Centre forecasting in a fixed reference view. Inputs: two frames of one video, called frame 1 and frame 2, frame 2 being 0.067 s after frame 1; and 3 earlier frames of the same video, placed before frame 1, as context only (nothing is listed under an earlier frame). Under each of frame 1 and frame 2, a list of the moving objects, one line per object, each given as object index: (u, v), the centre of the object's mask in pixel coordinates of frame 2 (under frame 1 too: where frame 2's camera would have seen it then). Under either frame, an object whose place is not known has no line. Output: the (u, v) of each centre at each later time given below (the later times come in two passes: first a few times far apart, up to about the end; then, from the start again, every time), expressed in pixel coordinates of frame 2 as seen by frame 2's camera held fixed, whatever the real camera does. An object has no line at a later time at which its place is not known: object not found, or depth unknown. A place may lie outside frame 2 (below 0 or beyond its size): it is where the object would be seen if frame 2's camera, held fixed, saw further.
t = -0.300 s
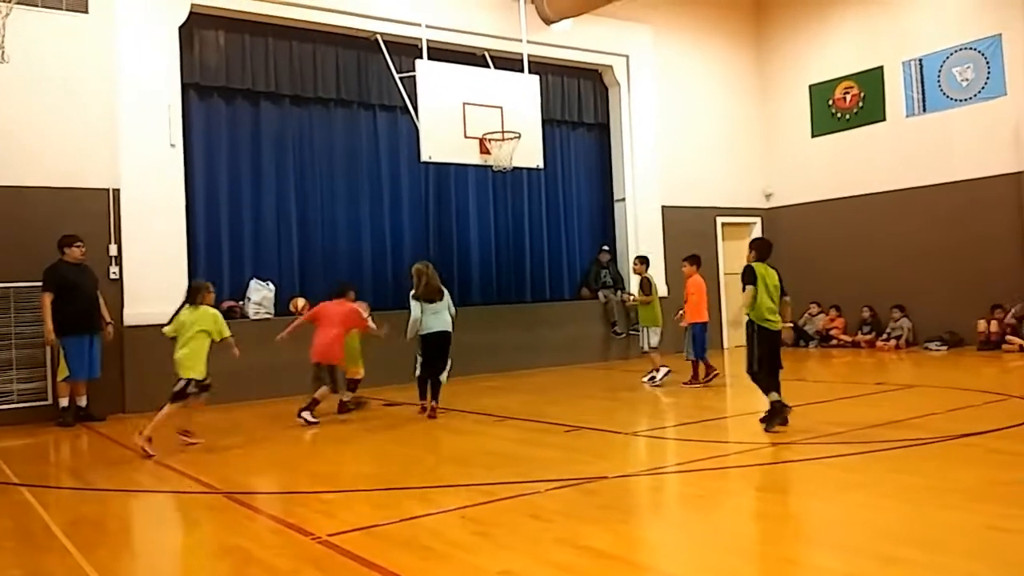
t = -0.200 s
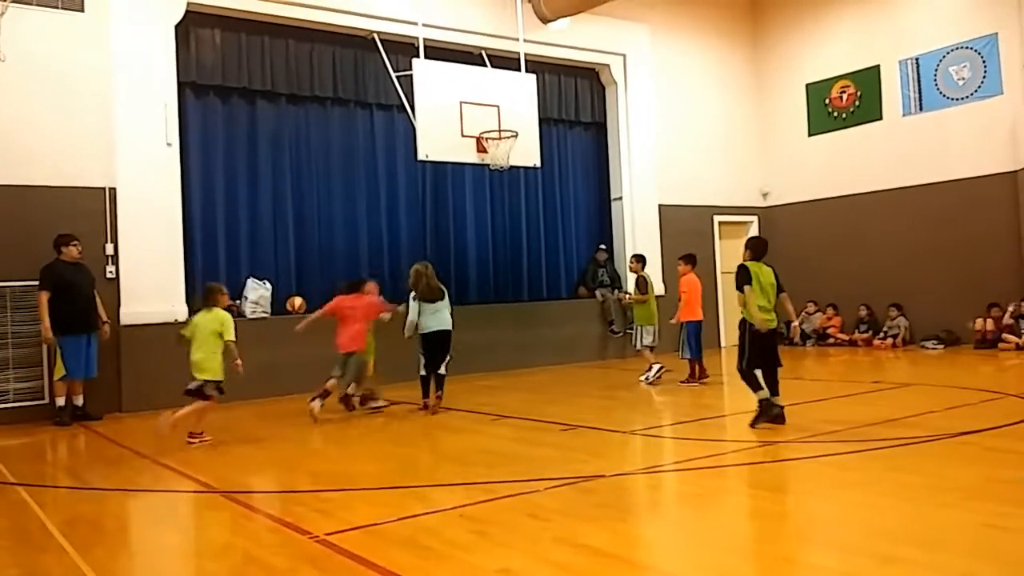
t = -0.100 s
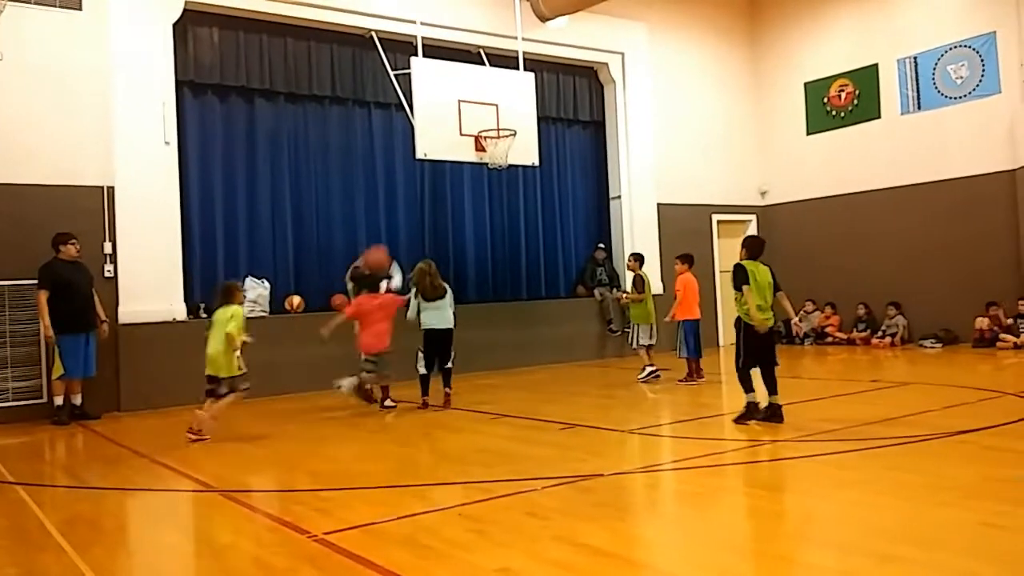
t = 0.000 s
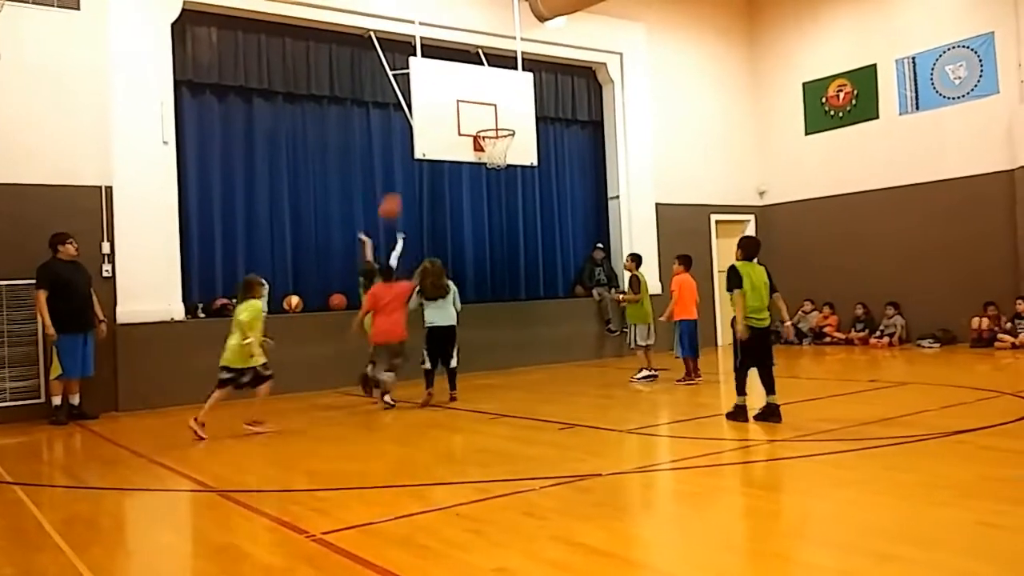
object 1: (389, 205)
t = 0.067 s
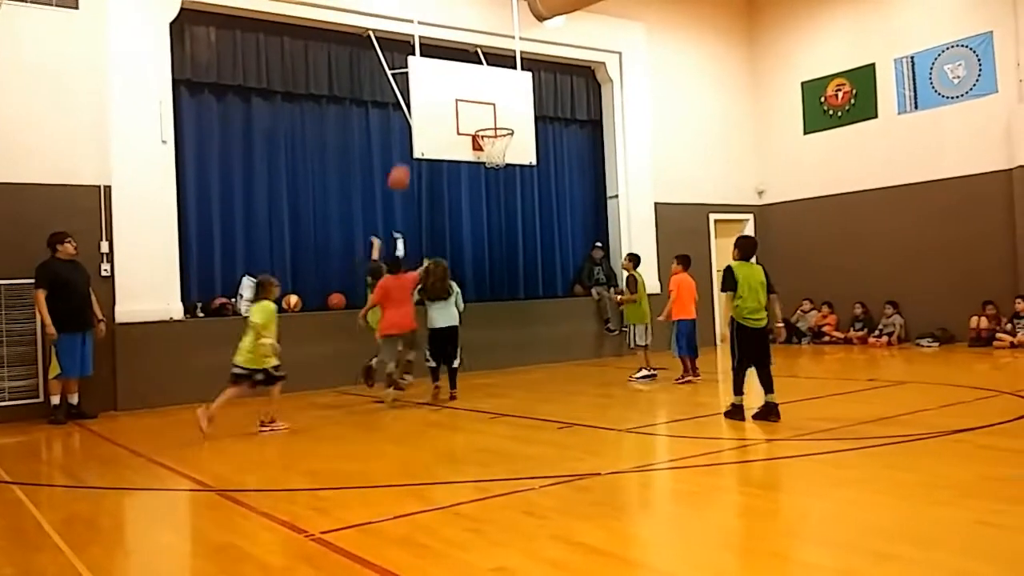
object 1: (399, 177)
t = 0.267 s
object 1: (428, 119)
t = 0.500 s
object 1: (461, 98)
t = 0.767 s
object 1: (508, 120)
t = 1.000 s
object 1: (506, 102)
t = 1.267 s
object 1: (500, 123)
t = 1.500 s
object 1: (488, 145)
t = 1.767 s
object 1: (503, 154)
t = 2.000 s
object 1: (493, 163)
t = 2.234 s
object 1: (484, 200)
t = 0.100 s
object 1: (404, 166)
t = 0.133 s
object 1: (407, 154)
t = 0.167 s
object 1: (412, 144)
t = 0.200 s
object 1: (418, 134)
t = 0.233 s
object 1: (423, 125)
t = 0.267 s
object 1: (428, 119)
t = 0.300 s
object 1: (433, 113)
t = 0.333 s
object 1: (437, 108)
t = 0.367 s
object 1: (442, 104)
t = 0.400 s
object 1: (447, 101)
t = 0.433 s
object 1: (451, 100)
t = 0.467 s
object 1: (455, 99)
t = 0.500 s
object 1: (461, 98)
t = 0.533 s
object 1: (467, 97)
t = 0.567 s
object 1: (473, 98)
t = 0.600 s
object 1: (479, 99)
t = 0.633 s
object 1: (485, 101)
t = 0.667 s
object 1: (491, 105)
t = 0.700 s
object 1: (497, 110)
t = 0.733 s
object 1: (502, 114)
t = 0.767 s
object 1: (508, 120)
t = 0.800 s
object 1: (509, 118)
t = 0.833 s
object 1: (508, 113)
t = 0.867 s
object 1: (507, 109)
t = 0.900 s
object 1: (507, 106)
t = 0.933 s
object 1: (506, 103)
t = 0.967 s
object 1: (506, 102)
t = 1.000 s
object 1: (506, 102)
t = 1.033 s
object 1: (505, 102)
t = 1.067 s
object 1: (505, 104)
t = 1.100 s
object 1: (505, 106)
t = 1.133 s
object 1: (504, 108)
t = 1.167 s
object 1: (504, 113)
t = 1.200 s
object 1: (503, 117)
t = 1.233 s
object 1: (503, 122)
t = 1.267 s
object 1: (500, 123)
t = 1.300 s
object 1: (497, 125)
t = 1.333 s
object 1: (494, 128)
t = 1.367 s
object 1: (491, 132)
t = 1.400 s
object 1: (487, 136)
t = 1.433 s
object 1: (486, 138)
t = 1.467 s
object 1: (486, 142)
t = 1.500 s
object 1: (488, 145)
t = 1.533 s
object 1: (492, 147)
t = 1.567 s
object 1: (494, 150)
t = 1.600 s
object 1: (496, 151)
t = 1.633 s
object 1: (498, 152)
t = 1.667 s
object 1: (501, 153)
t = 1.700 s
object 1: (503, 153)
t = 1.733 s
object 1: (503, 154)
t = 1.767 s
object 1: (503, 154)
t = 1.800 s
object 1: (502, 154)
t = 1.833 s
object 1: (501, 155)
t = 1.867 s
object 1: (500, 155)
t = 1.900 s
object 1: (498, 157)
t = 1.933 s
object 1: (496, 158)
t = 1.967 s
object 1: (494, 161)
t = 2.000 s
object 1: (493, 163)
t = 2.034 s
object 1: (492, 167)
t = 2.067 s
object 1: (490, 170)
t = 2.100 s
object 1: (488, 174)
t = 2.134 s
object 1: (487, 178)
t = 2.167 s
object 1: (486, 185)
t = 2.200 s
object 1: (485, 192)
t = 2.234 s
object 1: (484, 200)
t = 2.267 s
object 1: (483, 209)
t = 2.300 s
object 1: (482, 219)
